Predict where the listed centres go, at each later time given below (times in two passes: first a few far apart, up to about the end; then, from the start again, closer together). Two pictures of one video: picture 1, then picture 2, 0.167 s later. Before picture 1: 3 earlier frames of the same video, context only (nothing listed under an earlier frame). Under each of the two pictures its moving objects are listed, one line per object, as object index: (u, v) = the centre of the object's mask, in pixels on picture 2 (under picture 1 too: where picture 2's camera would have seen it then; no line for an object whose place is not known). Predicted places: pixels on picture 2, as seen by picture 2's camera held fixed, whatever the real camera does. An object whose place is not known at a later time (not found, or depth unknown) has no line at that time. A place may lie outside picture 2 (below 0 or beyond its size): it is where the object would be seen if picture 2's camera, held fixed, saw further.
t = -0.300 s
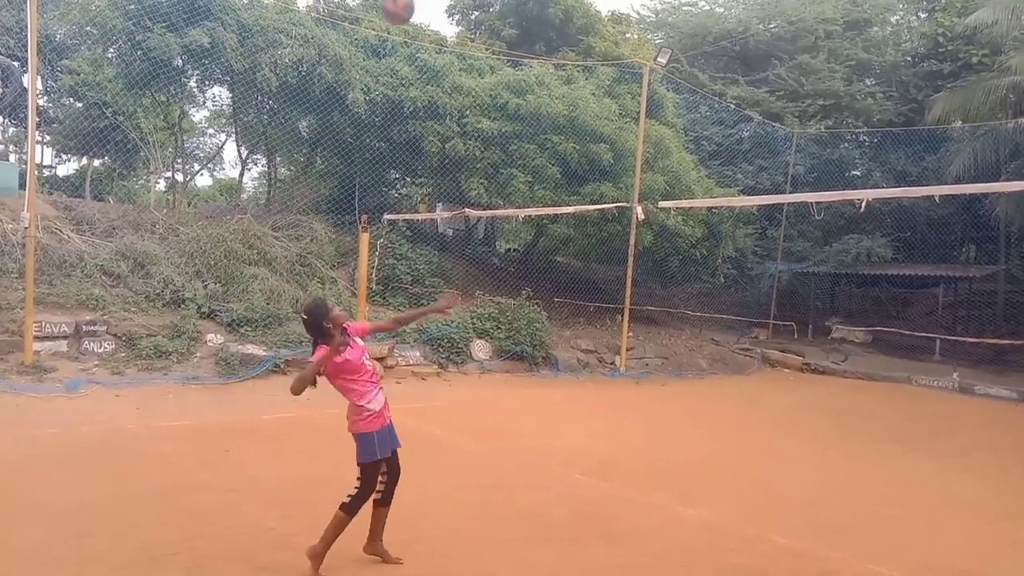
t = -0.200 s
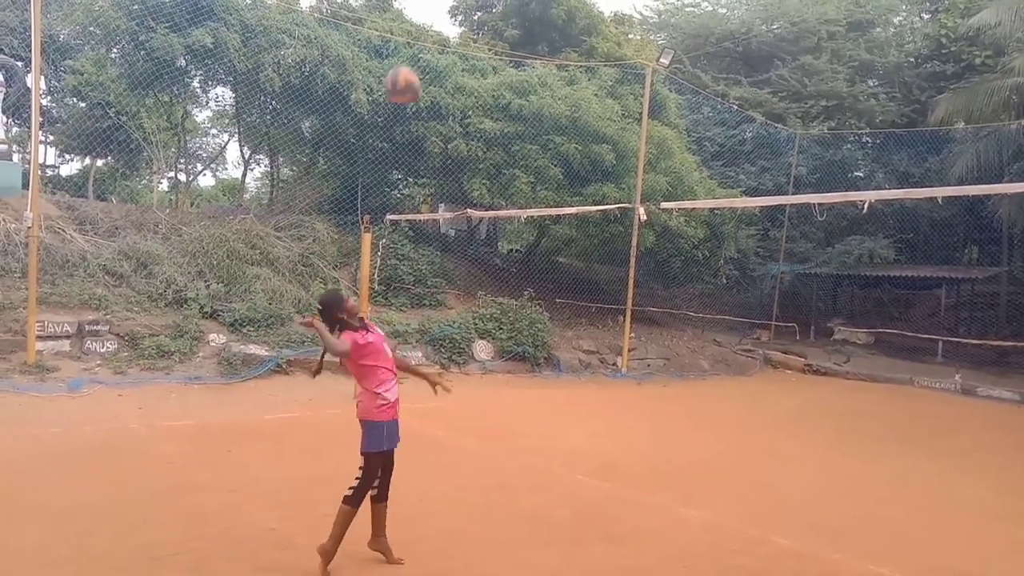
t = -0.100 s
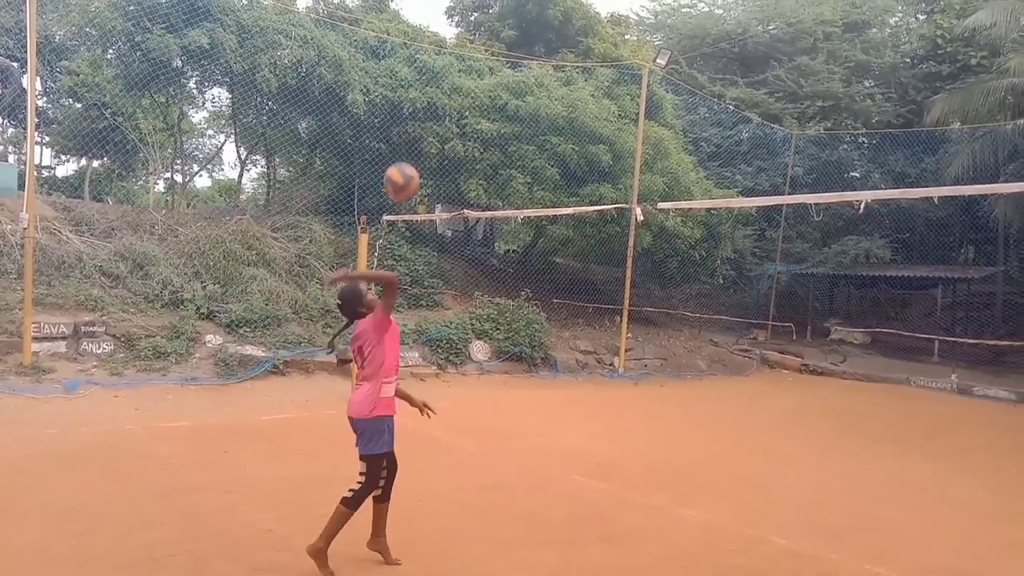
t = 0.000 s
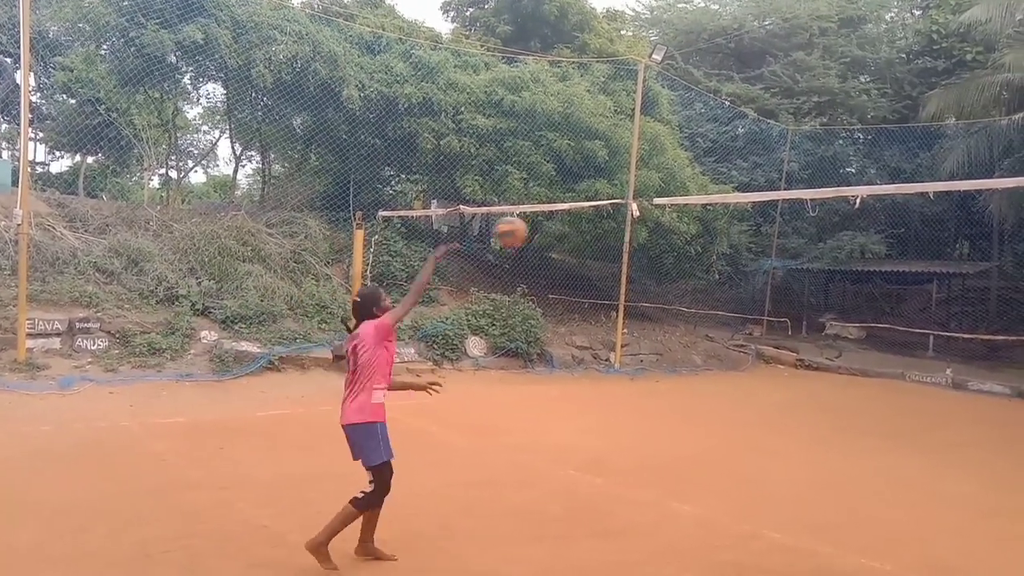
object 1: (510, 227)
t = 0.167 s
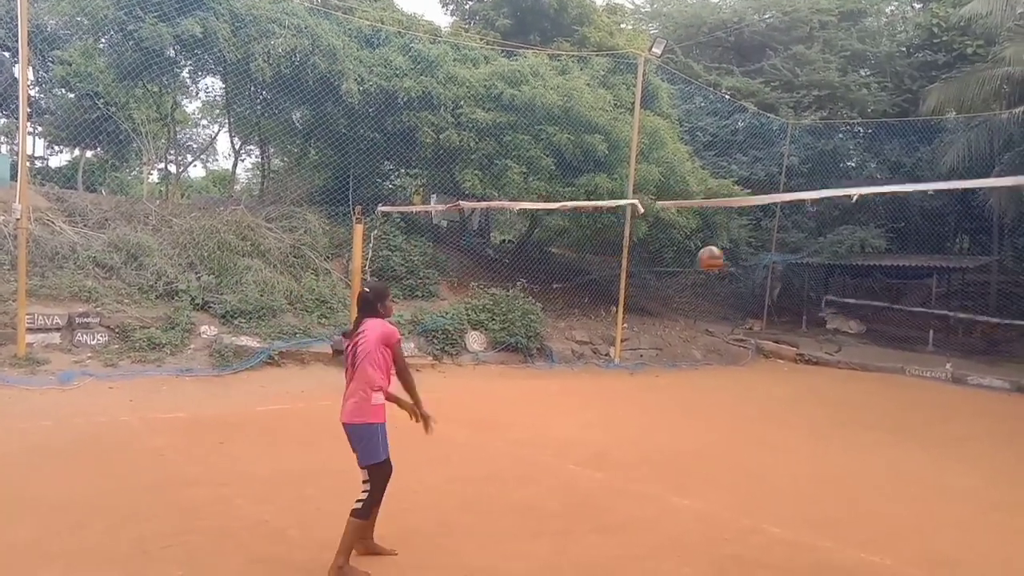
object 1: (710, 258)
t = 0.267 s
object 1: (729, 242)
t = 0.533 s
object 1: (736, 292)
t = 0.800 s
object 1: (738, 426)
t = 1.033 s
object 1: (735, 407)
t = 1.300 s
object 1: (726, 335)
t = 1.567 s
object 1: (714, 349)
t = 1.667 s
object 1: (707, 378)
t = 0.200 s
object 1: (720, 250)
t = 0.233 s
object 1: (726, 243)
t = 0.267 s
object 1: (729, 242)
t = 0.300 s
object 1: (731, 243)
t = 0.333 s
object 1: (733, 245)
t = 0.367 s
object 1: (733, 250)
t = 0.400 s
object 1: (734, 255)
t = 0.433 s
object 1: (735, 262)
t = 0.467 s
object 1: (735, 271)
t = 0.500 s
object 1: (736, 281)
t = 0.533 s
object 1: (736, 292)
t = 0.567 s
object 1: (736, 304)
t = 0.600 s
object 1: (737, 317)
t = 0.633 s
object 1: (738, 332)
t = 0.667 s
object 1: (738, 348)
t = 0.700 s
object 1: (737, 365)
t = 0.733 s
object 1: (737, 385)
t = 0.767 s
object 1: (737, 404)
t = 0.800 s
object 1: (738, 426)
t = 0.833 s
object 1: (738, 449)
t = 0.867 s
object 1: (738, 472)
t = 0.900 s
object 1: (738, 472)
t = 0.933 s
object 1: (737, 454)
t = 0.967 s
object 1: (736, 437)
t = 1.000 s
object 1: (736, 422)
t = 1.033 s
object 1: (735, 407)
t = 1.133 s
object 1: (732, 370)
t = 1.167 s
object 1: (731, 360)
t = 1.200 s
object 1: (730, 352)
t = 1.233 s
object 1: (730, 346)
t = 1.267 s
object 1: (728, 340)
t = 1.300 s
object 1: (726, 335)
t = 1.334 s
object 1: (725, 332)
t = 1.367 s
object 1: (724, 330)
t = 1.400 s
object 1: (722, 330)
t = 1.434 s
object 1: (721, 330)
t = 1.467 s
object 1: (719, 333)
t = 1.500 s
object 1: (718, 336)
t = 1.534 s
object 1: (716, 342)
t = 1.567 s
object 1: (714, 349)
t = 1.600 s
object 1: (712, 356)
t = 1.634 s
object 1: (710, 367)
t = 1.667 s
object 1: (707, 378)
